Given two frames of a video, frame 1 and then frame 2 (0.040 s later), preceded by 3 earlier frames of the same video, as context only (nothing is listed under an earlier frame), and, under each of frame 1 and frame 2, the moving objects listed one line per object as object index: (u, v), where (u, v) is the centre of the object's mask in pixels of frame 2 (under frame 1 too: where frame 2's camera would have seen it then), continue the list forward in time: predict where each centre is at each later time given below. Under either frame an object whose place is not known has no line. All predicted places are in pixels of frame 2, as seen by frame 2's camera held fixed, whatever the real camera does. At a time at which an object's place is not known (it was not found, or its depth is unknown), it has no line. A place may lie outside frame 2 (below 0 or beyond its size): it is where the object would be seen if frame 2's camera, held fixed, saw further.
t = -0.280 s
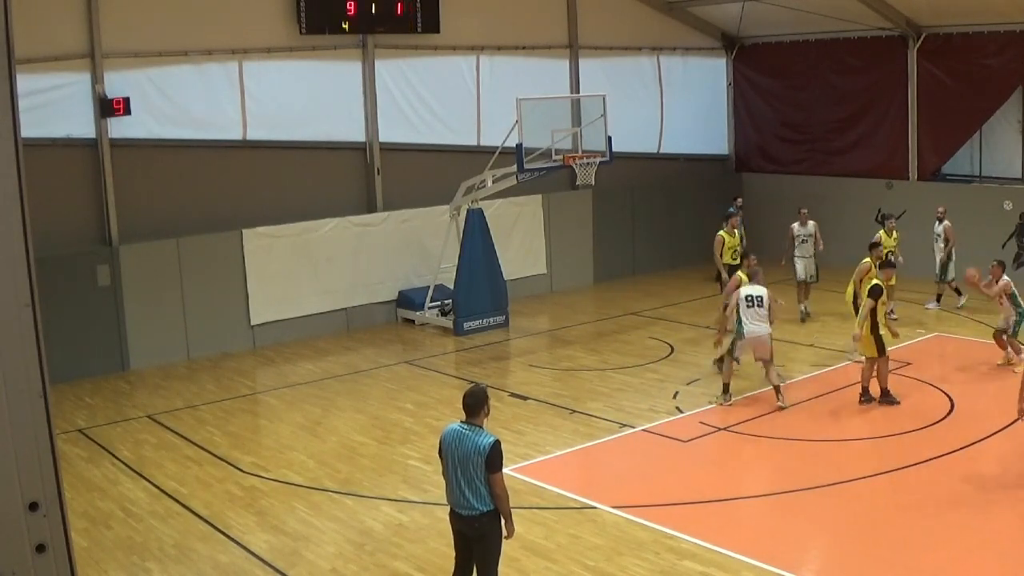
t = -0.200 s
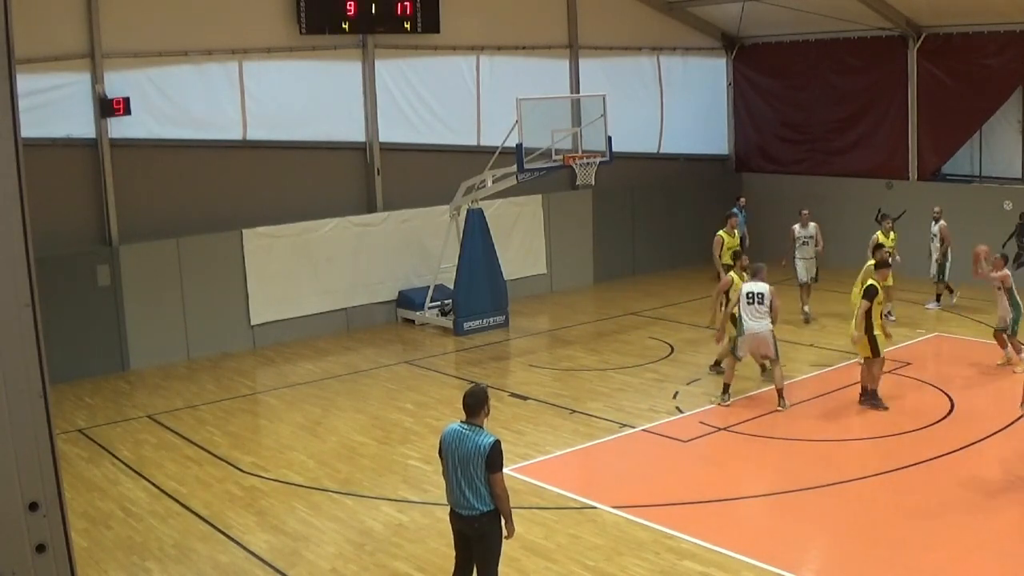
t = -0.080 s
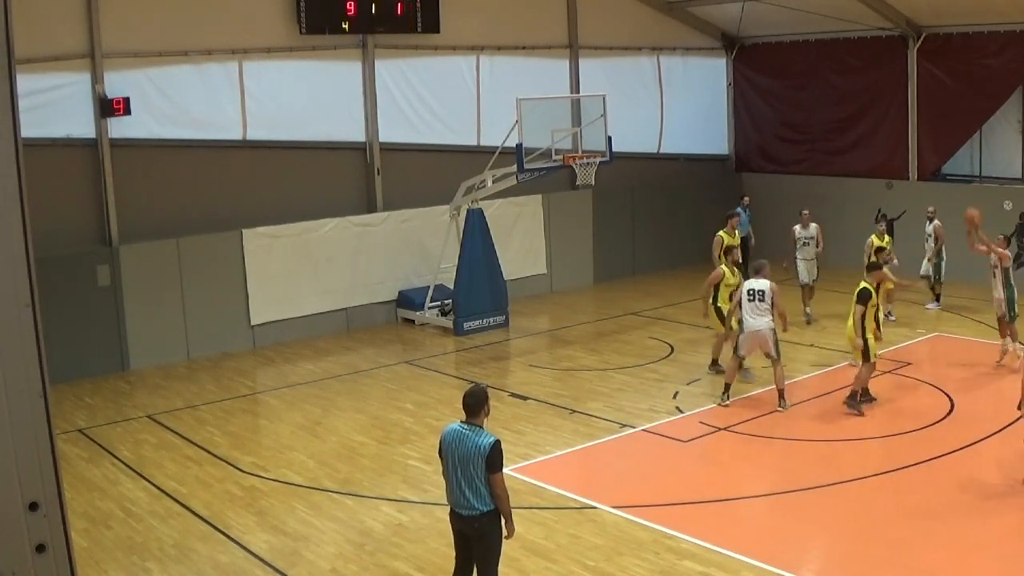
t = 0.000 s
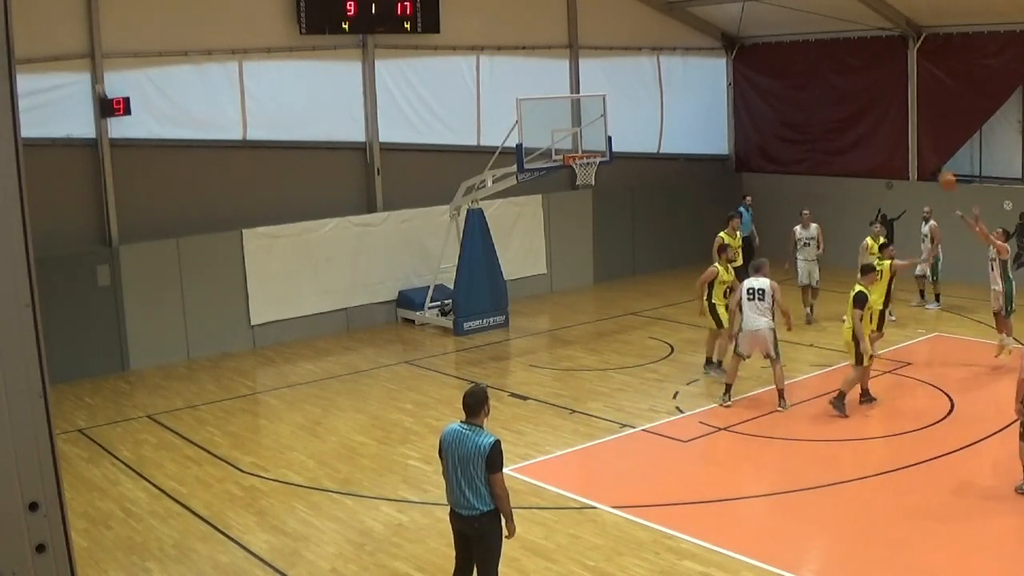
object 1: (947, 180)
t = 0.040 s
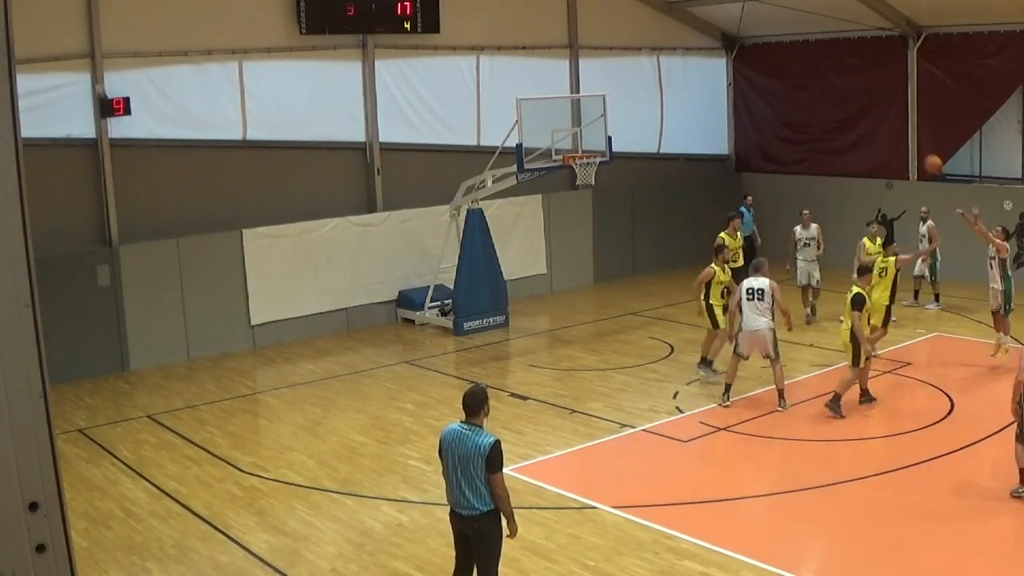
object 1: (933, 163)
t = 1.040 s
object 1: (618, 115)
